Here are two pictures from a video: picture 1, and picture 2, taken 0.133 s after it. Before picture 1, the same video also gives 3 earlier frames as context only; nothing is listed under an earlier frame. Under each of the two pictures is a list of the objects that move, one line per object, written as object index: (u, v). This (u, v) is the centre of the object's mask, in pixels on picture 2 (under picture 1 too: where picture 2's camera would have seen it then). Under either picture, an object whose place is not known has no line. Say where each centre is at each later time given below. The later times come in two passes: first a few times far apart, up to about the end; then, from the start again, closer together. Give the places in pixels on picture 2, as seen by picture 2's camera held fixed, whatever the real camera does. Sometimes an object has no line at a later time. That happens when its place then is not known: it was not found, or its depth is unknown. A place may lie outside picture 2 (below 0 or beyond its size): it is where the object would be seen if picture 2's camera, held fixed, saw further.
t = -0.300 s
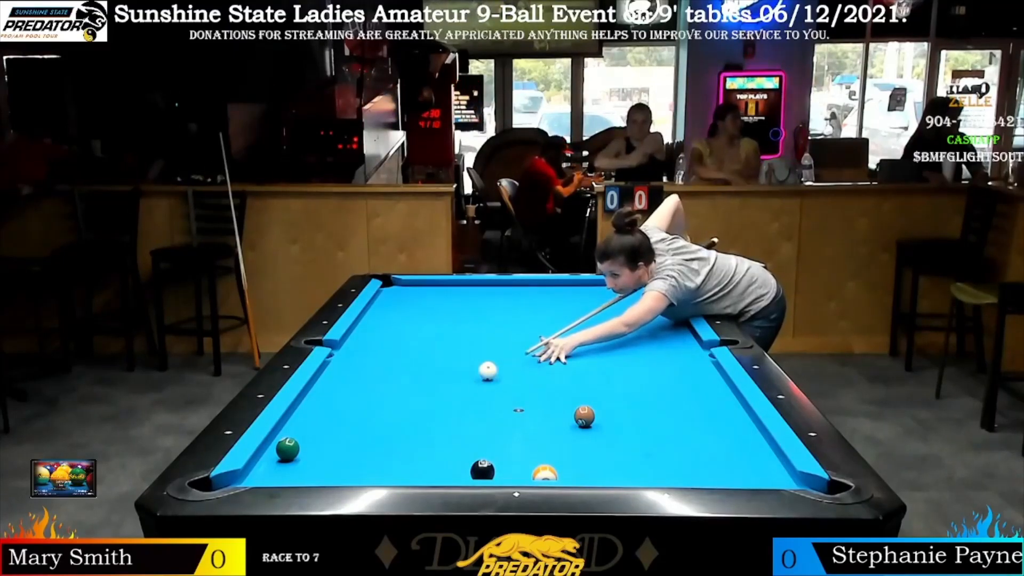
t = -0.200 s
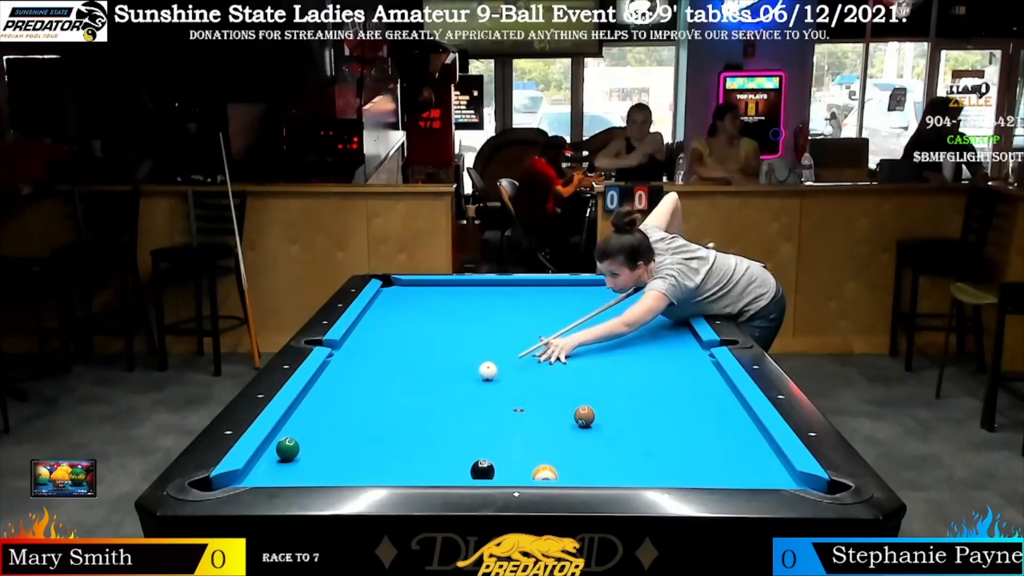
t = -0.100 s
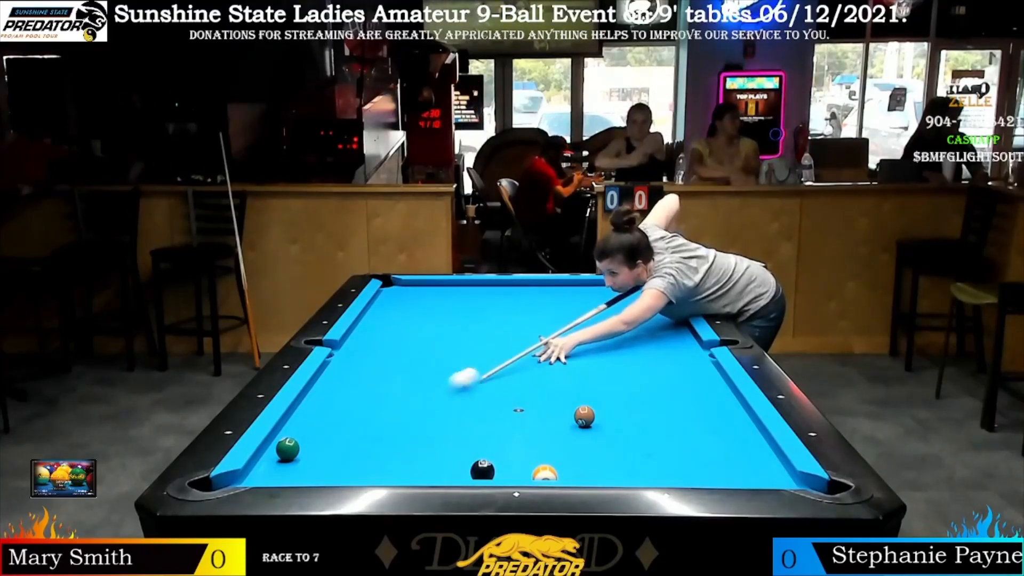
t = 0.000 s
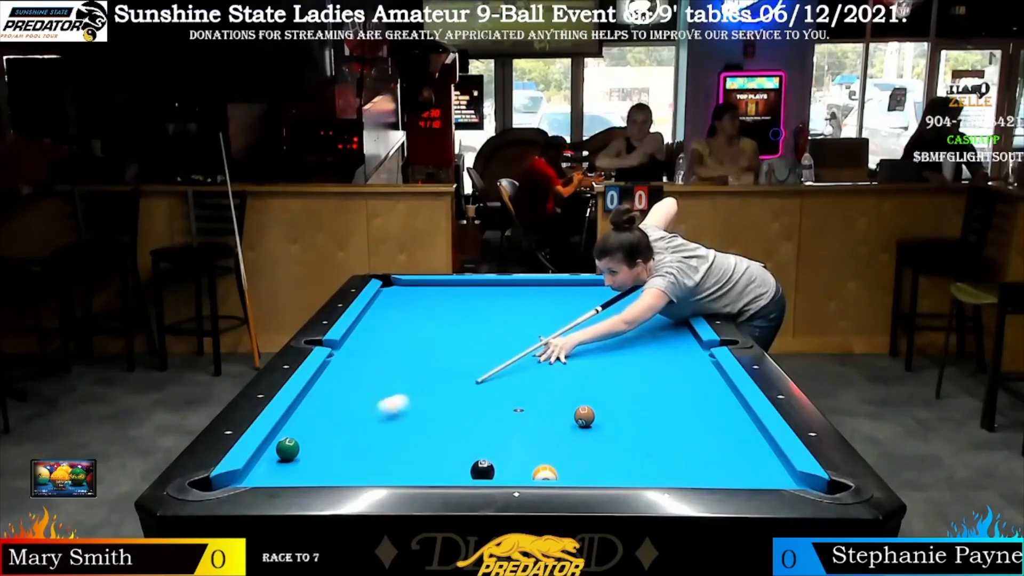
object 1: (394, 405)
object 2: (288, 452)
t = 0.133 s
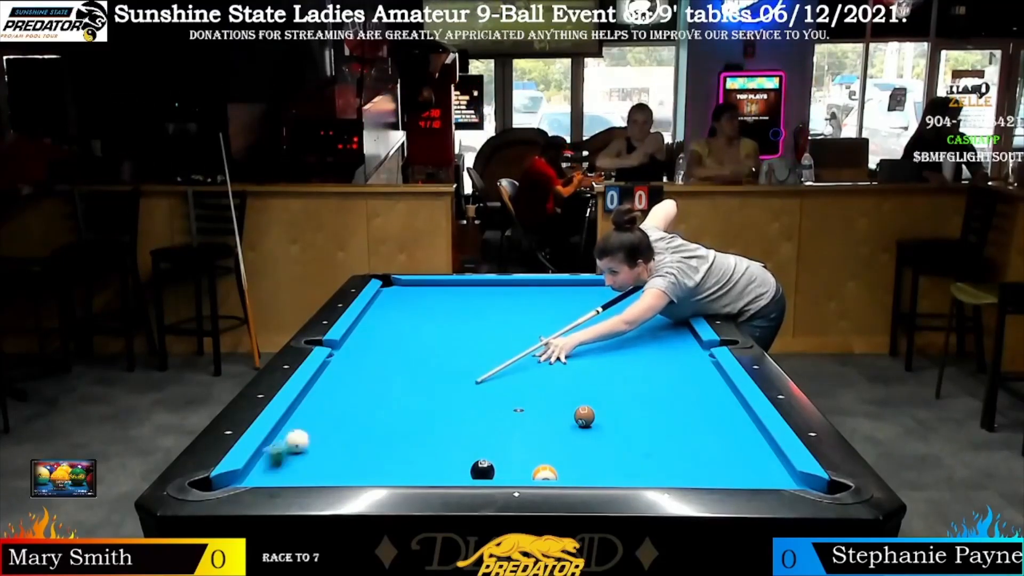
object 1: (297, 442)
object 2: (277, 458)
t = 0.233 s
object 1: (284, 439)
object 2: (264, 475)
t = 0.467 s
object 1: (296, 433)
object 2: (281, 453)
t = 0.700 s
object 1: (318, 427)
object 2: (295, 431)
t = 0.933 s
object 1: (339, 423)
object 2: (307, 412)
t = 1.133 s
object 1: (354, 418)
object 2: (316, 398)
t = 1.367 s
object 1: (371, 414)
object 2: (326, 383)
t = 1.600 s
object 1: (385, 410)
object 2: (334, 370)
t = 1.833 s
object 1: (398, 408)
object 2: (341, 359)
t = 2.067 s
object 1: (410, 405)
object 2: (347, 350)
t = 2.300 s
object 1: (420, 403)
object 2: (353, 340)
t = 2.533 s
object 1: (428, 401)
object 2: (358, 333)
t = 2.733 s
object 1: (434, 400)
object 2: (362, 327)
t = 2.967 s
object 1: (440, 398)
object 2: (366, 320)
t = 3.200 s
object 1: (444, 397)
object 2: (369, 314)
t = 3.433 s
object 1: (447, 396)
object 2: (373, 308)
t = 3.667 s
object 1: (448, 396)
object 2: (376, 303)
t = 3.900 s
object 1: (448, 396)
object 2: (379, 299)
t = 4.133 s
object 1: (448, 395)
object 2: (382, 295)
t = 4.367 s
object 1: (448, 395)
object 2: (385, 291)
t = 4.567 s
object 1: (448, 395)
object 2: (387, 288)
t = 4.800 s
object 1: (448, 396)
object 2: (390, 285)
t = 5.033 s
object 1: (448, 396)
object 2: (392, 282)
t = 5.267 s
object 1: (448, 396)
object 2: (390, 281)
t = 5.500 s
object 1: (448, 396)
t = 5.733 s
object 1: (448, 396)
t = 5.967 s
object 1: (448, 396)
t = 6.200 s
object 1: (448, 396)
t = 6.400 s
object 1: (448, 396)
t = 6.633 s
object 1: (448, 396)
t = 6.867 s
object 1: (448, 396)
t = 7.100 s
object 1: (448, 396)
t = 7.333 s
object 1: (448, 396)
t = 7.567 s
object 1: (448, 396)
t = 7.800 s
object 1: (448, 396)
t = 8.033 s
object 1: (448, 396)
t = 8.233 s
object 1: (448, 396)
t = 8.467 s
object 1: (448, 396)
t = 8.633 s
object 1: (448, 396)
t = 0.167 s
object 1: (292, 441)
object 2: (256, 467)
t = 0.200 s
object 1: (287, 440)
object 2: (260, 472)
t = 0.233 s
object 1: (284, 439)
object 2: (264, 475)
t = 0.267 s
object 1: (280, 438)
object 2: (267, 473)
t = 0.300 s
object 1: (278, 437)
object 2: (270, 470)
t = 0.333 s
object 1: (282, 437)
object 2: (272, 468)
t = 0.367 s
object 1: (285, 436)
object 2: (274, 464)
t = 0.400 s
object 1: (289, 434)
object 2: (277, 460)
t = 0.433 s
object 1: (293, 434)
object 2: (279, 457)
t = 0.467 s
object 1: (296, 433)
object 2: (281, 453)
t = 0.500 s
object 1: (300, 432)
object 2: (284, 450)
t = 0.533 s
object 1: (303, 431)
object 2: (286, 447)
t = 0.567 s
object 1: (306, 431)
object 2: (287, 444)
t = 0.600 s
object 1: (309, 430)
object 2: (289, 440)
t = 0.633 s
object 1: (312, 429)
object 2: (292, 438)
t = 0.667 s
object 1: (315, 428)
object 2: (293, 434)
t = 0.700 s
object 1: (318, 427)
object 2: (295, 431)
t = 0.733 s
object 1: (321, 427)
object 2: (297, 428)
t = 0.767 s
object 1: (325, 426)
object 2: (299, 426)
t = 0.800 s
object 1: (328, 426)
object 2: (301, 423)
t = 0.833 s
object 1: (331, 425)
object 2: (302, 420)
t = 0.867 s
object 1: (333, 424)
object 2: (304, 418)
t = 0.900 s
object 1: (336, 423)
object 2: (306, 415)
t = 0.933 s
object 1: (339, 423)
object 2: (307, 412)
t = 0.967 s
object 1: (342, 422)
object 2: (309, 409)
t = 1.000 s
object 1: (344, 421)
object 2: (310, 407)
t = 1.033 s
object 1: (347, 420)
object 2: (312, 405)
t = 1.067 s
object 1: (349, 420)
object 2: (314, 402)
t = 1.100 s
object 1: (352, 419)
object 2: (315, 400)
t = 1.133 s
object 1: (354, 418)
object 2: (316, 398)
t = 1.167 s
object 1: (357, 418)
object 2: (318, 395)
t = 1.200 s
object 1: (359, 417)
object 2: (319, 393)
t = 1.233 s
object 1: (361, 416)
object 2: (321, 390)
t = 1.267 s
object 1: (364, 416)
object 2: (322, 389)
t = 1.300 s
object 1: (367, 415)
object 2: (323, 387)
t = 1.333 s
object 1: (369, 415)
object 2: (324, 385)
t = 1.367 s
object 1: (371, 414)
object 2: (326, 383)
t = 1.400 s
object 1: (373, 413)
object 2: (327, 381)
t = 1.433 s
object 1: (375, 413)
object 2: (328, 379)
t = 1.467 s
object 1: (377, 413)
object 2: (329, 377)
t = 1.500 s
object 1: (379, 412)
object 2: (331, 375)
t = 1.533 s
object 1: (381, 412)
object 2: (332, 374)
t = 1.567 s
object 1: (383, 411)
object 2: (333, 372)
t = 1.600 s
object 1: (385, 410)
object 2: (334, 370)
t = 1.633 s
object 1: (388, 410)
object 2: (335, 368)
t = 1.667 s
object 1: (389, 409)
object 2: (336, 367)
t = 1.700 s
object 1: (391, 409)
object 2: (337, 365)
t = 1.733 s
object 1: (393, 409)
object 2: (338, 364)
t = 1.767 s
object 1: (395, 408)
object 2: (339, 362)
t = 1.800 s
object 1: (397, 408)
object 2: (340, 360)
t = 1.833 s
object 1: (398, 408)
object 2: (341, 359)
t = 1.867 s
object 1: (400, 407)
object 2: (342, 358)
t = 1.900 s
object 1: (402, 407)
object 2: (343, 356)
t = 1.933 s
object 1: (403, 406)
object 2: (344, 355)
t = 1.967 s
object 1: (405, 406)
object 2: (344, 354)
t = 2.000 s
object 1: (407, 406)
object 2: (345, 352)
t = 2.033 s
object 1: (408, 406)
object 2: (346, 351)
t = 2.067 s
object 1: (410, 405)
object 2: (347, 350)
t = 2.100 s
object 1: (411, 405)
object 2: (348, 348)
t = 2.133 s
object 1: (413, 404)
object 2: (349, 347)
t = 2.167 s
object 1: (414, 404)
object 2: (350, 346)
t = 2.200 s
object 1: (416, 404)
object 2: (351, 344)
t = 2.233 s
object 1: (417, 404)
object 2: (351, 343)
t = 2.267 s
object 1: (418, 403)
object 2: (352, 342)
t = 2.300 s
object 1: (420, 403)
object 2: (353, 340)
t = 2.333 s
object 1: (421, 403)
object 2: (353, 340)
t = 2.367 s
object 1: (422, 402)
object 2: (354, 338)
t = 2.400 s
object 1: (423, 402)
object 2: (355, 337)
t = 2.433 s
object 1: (424, 402)
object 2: (356, 336)
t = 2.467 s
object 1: (426, 402)
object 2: (356, 335)
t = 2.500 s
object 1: (427, 401)
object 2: (357, 333)
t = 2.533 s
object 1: (428, 401)
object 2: (358, 333)
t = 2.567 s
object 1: (429, 401)
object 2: (358, 331)
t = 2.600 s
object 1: (430, 400)
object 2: (359, 330)
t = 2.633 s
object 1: (431, 400)
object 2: (360, 330)
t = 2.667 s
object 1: (432, 400)
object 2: (360, 328)
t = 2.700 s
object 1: (433, 400)
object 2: (361, 327)
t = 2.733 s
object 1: (434, 400)
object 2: (362, 327)
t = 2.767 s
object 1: (434, 399)
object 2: (362, 325)
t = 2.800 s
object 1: (436, 399)
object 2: (363, 324)
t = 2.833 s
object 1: (437, 399)
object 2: (364, 324)
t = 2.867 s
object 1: (437, 399)
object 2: (364, 323)
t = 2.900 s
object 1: (438, 398)
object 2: (365, 322)
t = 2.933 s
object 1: (439, 398)
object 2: (365, 320)
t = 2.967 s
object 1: (440, 398)
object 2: (366, 320)
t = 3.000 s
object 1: (440, 398)
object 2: (366, 318)
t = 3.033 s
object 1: (441, 398)
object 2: (367, 318)
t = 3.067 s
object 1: (442, 398)
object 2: (367, 317)
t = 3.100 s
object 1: (442, 397)
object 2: (368, 316)
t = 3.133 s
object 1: (443, 397)
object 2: (368, 315)
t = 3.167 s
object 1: (443, 397)
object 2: (369, 314)
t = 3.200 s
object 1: (444, 397)
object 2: (369, 314)
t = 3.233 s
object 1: (444, 397)
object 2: (370, 313)
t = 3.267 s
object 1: (445, 397)
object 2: (370, 312)
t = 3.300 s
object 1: (445, 397)
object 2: (370, 311)
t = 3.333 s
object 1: (446, 396)
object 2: (371, 310)
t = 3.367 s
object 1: (446, 396)
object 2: (372, 309)
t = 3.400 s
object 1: (446, 396)
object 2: (372, 309)
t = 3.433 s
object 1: (447, 396)
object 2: (373, 308)
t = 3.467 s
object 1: (447, 396)
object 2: (373, 307)
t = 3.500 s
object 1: (447, 396)
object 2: (374, 307)
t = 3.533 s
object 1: (448, 396)
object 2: (375, 306)
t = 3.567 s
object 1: (448, 396)
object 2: (375, 305)
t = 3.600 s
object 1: (448, 396)
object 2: (375, 305)
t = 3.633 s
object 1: (448, 396)
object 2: (376, 304)
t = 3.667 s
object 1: (448, 396)
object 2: (376, 303)
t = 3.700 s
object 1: (448, 396)
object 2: (376, 302)
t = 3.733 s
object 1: (448, 396)
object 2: (376, 302)
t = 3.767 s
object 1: (449, 396)
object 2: (377, 301)
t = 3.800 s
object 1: (449, 396)
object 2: (377, 301)
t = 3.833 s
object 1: (448, 396)
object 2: (377, 300)
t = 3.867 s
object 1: (448, 396)
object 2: (378, 299)
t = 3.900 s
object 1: (448, 396)
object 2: (379, 299)
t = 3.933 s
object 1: (448, 396)
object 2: (379, 298)
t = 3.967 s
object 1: (448, 396)
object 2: (380, 297)
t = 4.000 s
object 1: (448, 396)
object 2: (380, 297)
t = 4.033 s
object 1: (448, 396)
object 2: (381, 296)
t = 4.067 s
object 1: (448, 396)
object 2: (381, 296)
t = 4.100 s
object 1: (448, 395)
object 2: (382, 295)
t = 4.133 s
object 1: (448, 395)
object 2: (382, 295)
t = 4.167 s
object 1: (448, 395)
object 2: (382, 294)
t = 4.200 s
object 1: (448, 395)
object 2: (383, 293)
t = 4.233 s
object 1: (448, 395)
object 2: (383, 293)
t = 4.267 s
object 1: (448, 395)
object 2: (384, 292)
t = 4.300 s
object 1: (448, 395)
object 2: (384, 292)
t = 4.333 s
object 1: (448, 395)
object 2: (384, 291)
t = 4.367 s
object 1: (448, 395)
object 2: (385, 291)
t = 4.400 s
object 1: (448, 395)
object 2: (385, 290)
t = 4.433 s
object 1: (448, 395)
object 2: (385, 290)
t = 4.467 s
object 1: (448, 396)
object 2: (386, 290)
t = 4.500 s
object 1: (448, 396)
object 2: (386, 289)
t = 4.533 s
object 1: (448, 396)
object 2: (387, 289)
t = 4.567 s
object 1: (448, 395)
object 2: (387, 288)
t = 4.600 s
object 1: (448, 395)
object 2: (388, 287)
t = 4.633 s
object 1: (448, 395)
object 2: (388, 287)
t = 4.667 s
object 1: (448, 396)
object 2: (389, 287)
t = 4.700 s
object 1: (448, 396)
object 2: (389, 287)
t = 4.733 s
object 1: (448, 396)
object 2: (389, 286)
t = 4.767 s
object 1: (448, 395)
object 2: (389, 285)
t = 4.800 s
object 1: (448, 396)
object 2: (390, 285)
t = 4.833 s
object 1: (448, 396)
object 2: (390, 285)
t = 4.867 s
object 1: (448, 396)
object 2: (390, 285)
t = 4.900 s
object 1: (448, 396)
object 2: (390, 284)
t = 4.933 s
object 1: (448, 396)
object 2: (391, 284)
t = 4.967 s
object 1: (448, 396)
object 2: (391, 283)
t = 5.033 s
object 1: (448, 396)
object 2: (392, 282)
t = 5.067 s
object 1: (448, 396)
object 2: (392, 282)
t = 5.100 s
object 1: (448, 396)
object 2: (393, 282)
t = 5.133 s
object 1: (448, 396)
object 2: (393, 281)
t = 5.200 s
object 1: (448, 396)
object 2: (392, 281)
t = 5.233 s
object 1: (448, 396)
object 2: (391, 281)
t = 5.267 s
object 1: (448, 396)
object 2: (390, 281)
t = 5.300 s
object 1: (448, 396)
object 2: (389, 281)
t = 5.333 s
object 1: (448, 396)
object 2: (388, 281)
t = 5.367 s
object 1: (448, 396)
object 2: (387, 281)
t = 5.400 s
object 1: (448, 396)
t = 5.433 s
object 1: (448, 396)
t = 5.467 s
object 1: (448, 396)
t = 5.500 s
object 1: (448, 396)
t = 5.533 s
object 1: (448, 396)
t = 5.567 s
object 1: (448, 396)
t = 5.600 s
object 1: (448, 396)
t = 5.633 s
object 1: (448, 396)
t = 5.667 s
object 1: (448, 396)
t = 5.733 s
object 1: (448, 396)
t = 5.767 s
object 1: (448, 396)
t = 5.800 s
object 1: (448, 396)
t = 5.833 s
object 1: (448, 396)
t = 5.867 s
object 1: (448, 396)
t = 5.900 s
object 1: (448, 396)
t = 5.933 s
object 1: (448, 396)
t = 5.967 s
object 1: (448, 396)
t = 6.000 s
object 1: (448, 396)
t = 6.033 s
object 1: (448, 396)
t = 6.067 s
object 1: (448, 396)
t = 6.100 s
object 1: (448, 396)
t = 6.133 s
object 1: (448, 396)
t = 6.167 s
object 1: (448, 396)
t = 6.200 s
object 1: (448, 396)
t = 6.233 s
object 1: (448, 396)
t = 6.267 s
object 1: (448, 396)
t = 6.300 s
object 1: (448, 396)
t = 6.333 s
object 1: (448, 396)
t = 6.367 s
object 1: (448, 396)
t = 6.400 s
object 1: (448, 396)
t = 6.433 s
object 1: (448, 396)
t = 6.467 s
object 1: (448, 396)
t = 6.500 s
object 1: (448, 396)
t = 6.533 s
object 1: (448, 396)
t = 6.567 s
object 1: (448, 396)
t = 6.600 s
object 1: (448, 396)
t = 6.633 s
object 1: (448, 396)
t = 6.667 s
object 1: (448, 396)
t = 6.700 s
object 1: (448, 396)
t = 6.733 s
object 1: (448, 396)
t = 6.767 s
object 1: (448, 396)
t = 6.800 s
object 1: (448, 396)
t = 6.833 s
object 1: (448, 396)
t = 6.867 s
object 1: (448, 396)
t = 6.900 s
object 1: (448, 396)
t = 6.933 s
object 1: (448, 396)
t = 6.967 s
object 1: (448, 396)
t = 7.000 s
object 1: (448, 396)
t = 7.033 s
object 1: (448, 396)
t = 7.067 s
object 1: (448, 396)
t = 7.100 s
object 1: (448, 396)
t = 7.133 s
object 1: (448, 396)
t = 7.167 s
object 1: (448, 396)
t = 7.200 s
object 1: (448, 396)
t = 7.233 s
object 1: (448, 396)
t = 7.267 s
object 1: (448, 396)
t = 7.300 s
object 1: (448, 396)
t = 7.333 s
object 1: (448, 396)
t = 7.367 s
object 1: (448, 396)
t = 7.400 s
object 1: (448, 396)
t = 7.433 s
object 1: (448, 396)
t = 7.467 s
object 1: (448, 396)
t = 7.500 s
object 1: (448, 396)
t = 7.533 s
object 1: (448, 396)
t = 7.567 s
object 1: (448, 396)
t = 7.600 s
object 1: (448, 396)
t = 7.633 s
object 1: (448, 396)
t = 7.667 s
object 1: (448, 396)
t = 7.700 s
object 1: (448, 396)
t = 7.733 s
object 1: (448, 396)
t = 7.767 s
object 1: (448, 396)
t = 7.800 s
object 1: (448, 396)
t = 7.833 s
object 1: (448, 396)
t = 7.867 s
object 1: (448, 396)
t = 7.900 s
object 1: (448, 396)
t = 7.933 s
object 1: (448, 396)
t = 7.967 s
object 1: (448, 396)
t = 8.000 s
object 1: (448, 396)
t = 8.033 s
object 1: (448, 396)
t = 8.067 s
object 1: (448, 396)
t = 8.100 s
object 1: (448, 396)
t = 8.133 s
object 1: (448, 396)
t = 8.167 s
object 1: (448, 396)
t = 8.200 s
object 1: (448, 396)
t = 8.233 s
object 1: (448, 396)
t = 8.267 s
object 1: (448, 396)
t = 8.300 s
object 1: (448, 396)
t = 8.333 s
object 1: (448, 396)
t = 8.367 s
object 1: (448, 396)
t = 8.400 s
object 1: (448, 396)
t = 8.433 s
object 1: (448, 396)
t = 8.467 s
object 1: (448, 396)
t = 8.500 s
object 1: (448, 396)
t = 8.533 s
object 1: (448, 396)
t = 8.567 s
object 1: (448, 396)
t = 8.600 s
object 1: (448, 396)
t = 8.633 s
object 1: (448, 396)
